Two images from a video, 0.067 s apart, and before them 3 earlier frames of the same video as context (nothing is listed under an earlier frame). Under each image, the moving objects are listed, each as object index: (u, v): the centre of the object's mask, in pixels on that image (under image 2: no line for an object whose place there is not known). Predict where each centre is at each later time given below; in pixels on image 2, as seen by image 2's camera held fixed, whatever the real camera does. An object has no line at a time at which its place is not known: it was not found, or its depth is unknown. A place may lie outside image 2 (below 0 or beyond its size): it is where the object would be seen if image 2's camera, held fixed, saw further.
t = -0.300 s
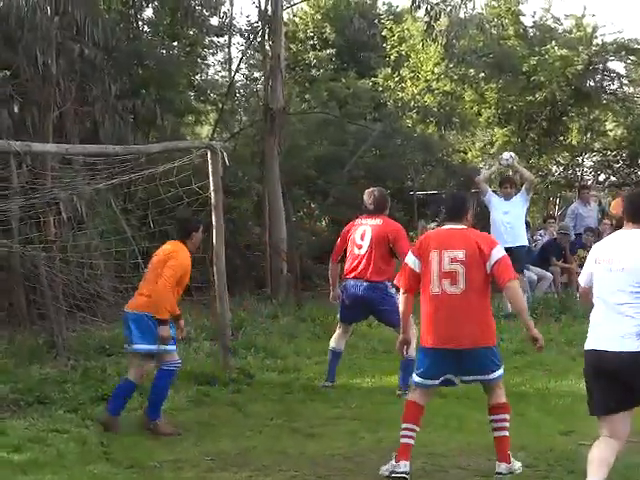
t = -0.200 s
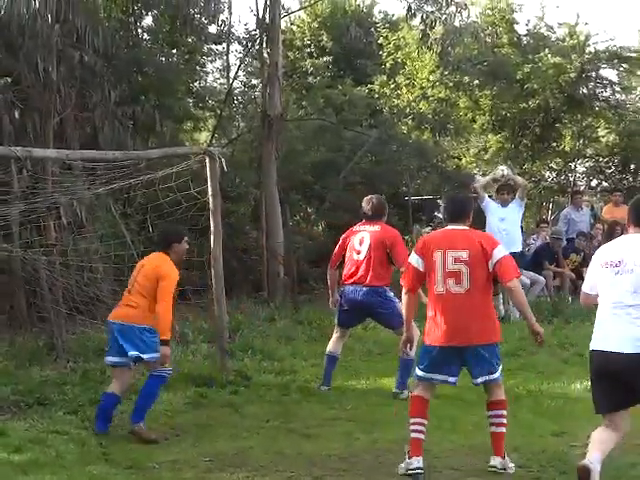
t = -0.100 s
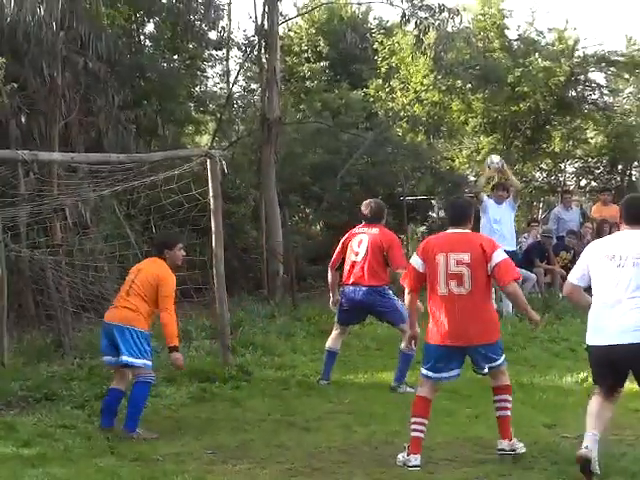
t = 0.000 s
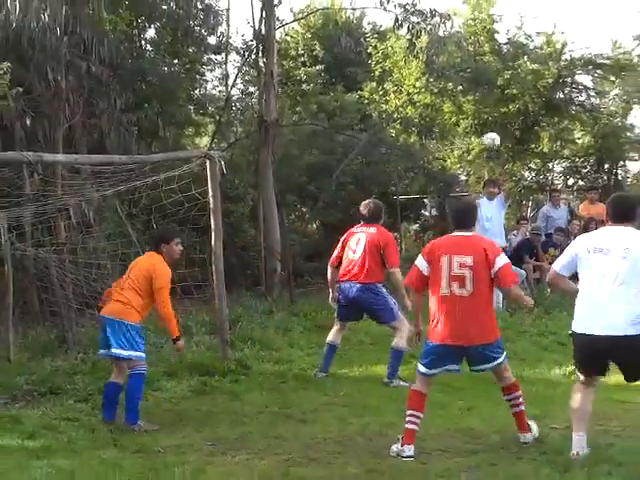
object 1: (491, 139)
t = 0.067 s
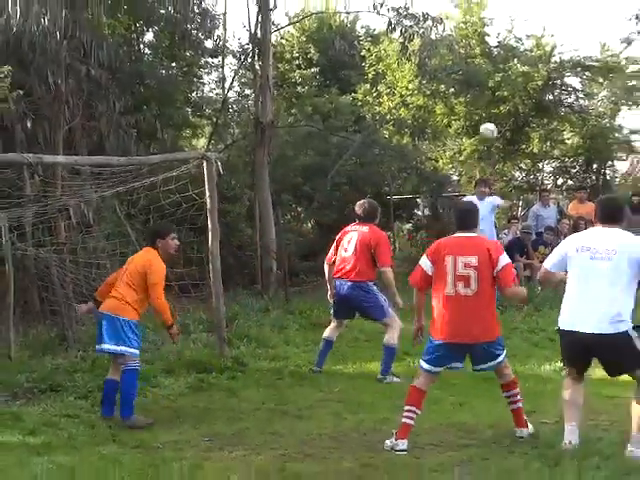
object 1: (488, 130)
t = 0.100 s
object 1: (491, 128)
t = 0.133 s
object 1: (494, 127)
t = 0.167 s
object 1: (496, 125)
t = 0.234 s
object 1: (501, 125)
